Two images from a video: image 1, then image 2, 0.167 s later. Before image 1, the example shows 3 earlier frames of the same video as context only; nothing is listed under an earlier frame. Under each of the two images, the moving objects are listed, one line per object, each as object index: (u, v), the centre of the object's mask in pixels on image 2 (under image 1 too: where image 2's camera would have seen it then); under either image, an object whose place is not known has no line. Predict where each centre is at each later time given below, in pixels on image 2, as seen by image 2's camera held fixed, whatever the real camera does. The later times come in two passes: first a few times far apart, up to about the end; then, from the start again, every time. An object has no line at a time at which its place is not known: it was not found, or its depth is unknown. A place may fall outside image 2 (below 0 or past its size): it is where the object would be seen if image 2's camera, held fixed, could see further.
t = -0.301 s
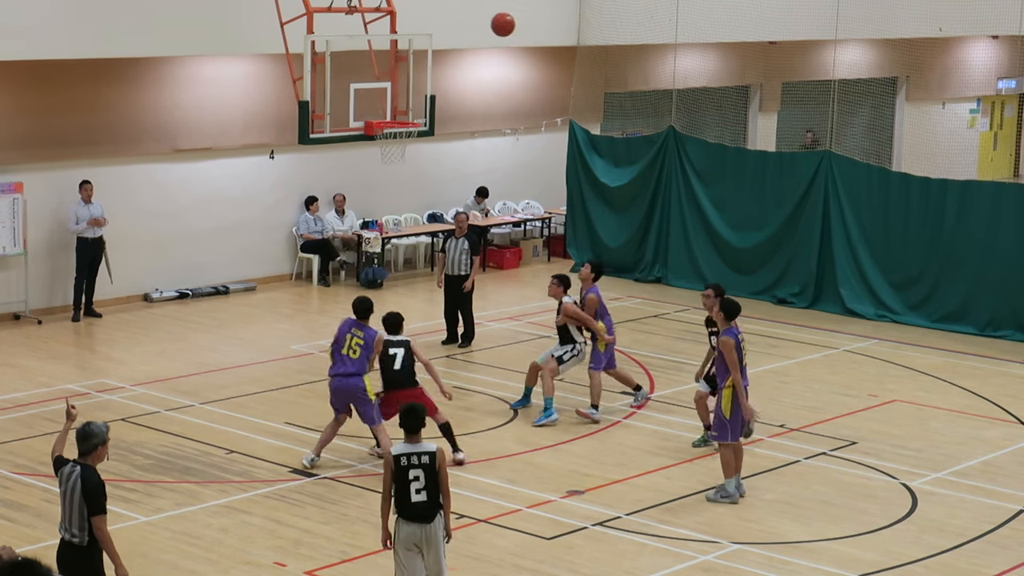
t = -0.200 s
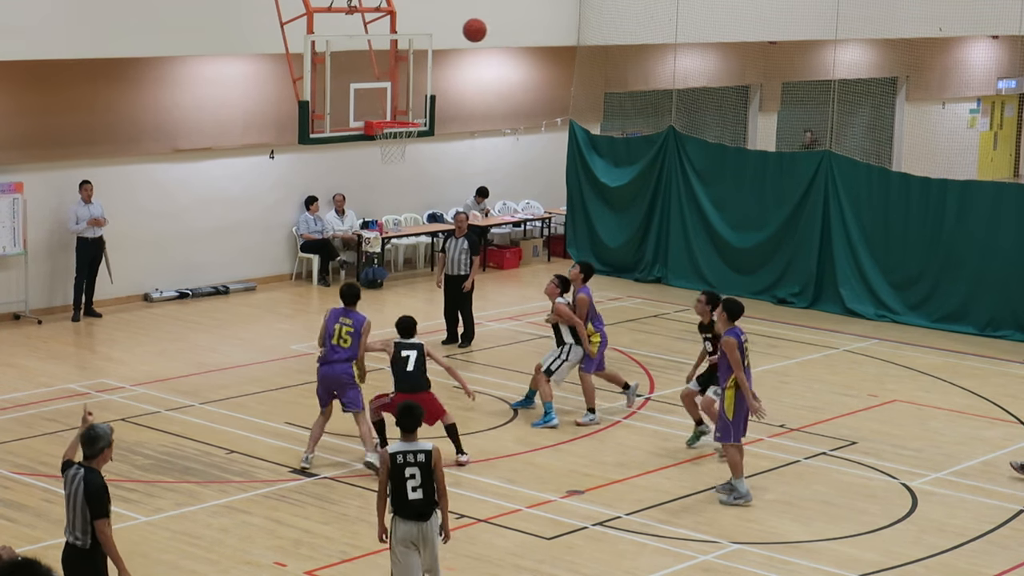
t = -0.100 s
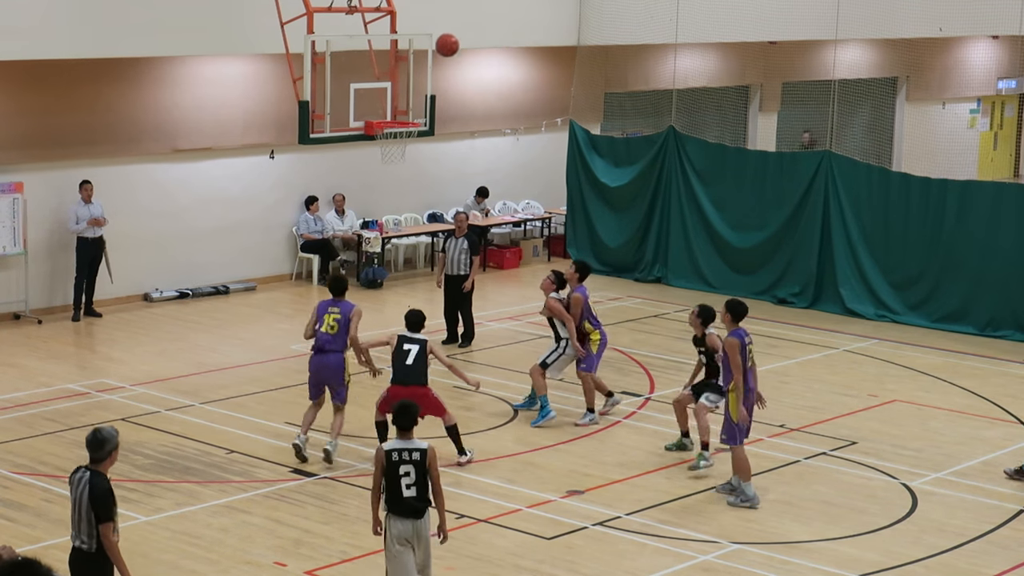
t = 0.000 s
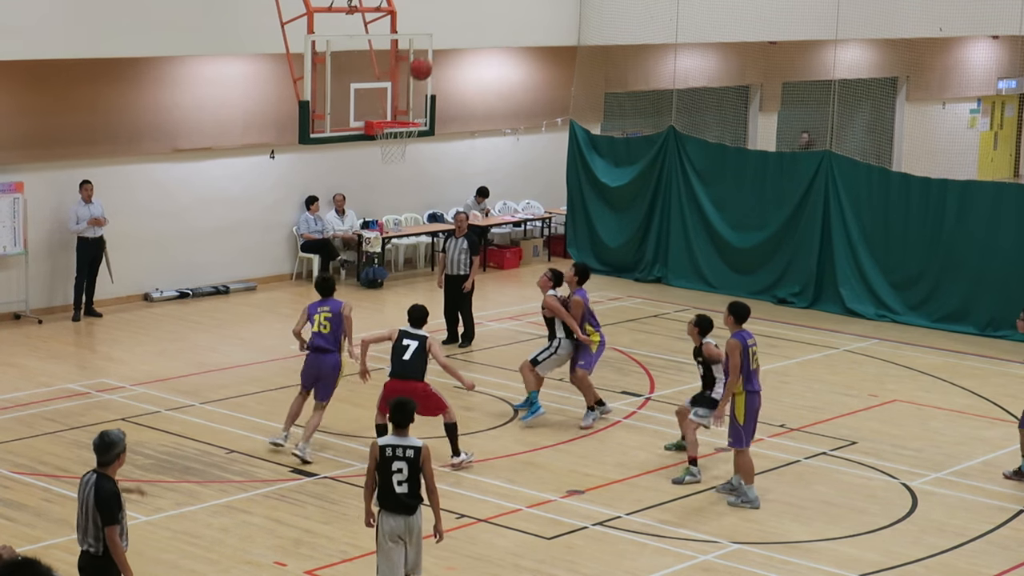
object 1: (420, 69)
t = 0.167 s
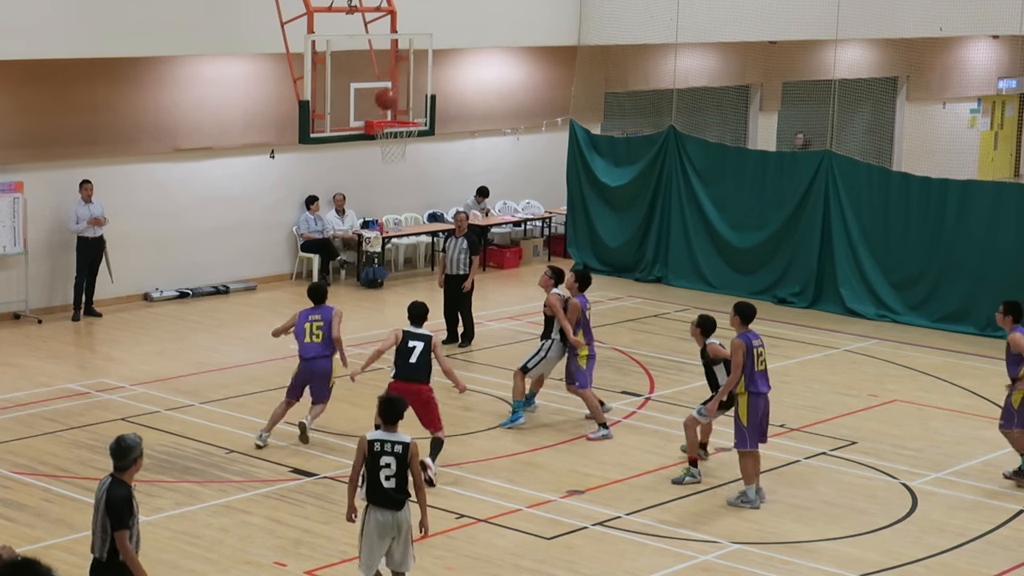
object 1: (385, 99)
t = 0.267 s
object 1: (395, 80)
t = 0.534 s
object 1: (418, 72)
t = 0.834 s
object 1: (444, 143)
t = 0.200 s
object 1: (389, 91)
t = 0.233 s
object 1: (392, 85)
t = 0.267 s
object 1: (395, 80)
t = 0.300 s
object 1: (398, 74)
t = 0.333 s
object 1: (401, 71)
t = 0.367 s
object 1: (404, 69)
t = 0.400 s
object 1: (406, 67)
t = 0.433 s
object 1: (409, 66)
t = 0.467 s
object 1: (413, 68)
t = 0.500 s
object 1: (416, 69)
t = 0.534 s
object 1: (418, 72)
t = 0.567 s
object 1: (421, 76)
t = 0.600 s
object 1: (424, 80)
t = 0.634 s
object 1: (427, 86)
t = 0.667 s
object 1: (430, 92)
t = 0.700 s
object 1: (433, 100)
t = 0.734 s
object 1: (436, 108)
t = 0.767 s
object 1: (438, 119)
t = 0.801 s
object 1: (441, 131)
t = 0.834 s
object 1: (444, 143)
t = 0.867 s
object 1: (446, 156)
